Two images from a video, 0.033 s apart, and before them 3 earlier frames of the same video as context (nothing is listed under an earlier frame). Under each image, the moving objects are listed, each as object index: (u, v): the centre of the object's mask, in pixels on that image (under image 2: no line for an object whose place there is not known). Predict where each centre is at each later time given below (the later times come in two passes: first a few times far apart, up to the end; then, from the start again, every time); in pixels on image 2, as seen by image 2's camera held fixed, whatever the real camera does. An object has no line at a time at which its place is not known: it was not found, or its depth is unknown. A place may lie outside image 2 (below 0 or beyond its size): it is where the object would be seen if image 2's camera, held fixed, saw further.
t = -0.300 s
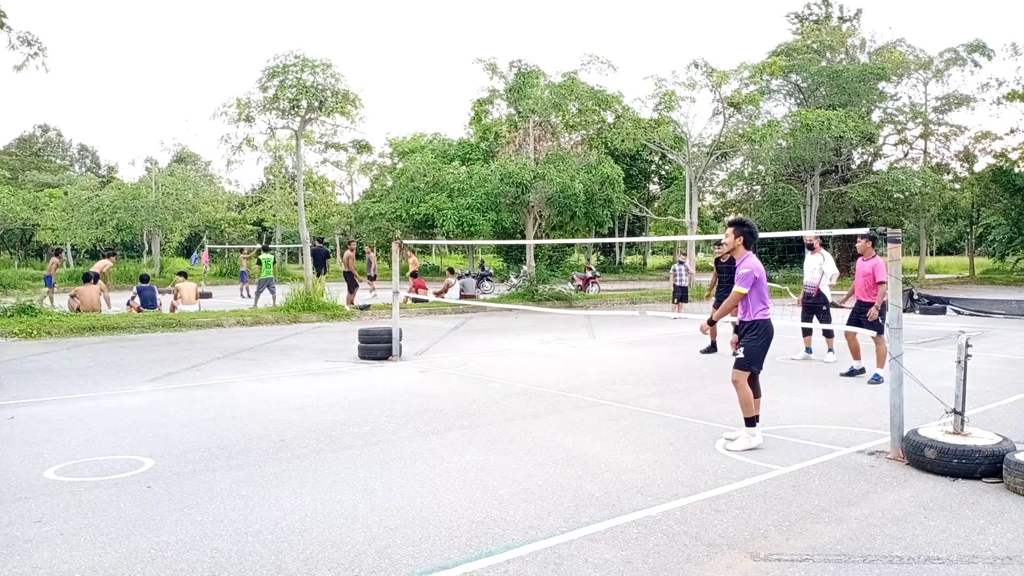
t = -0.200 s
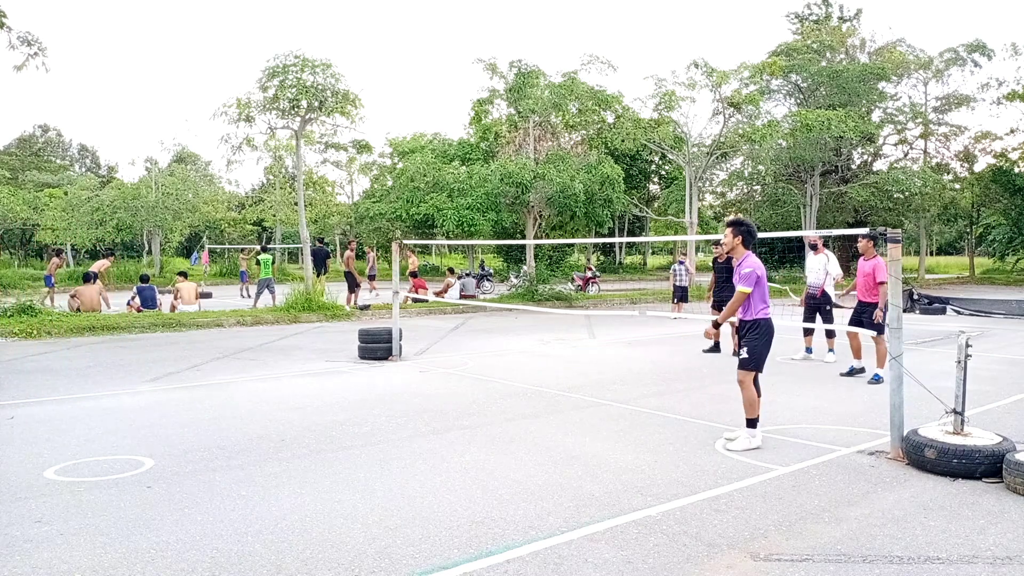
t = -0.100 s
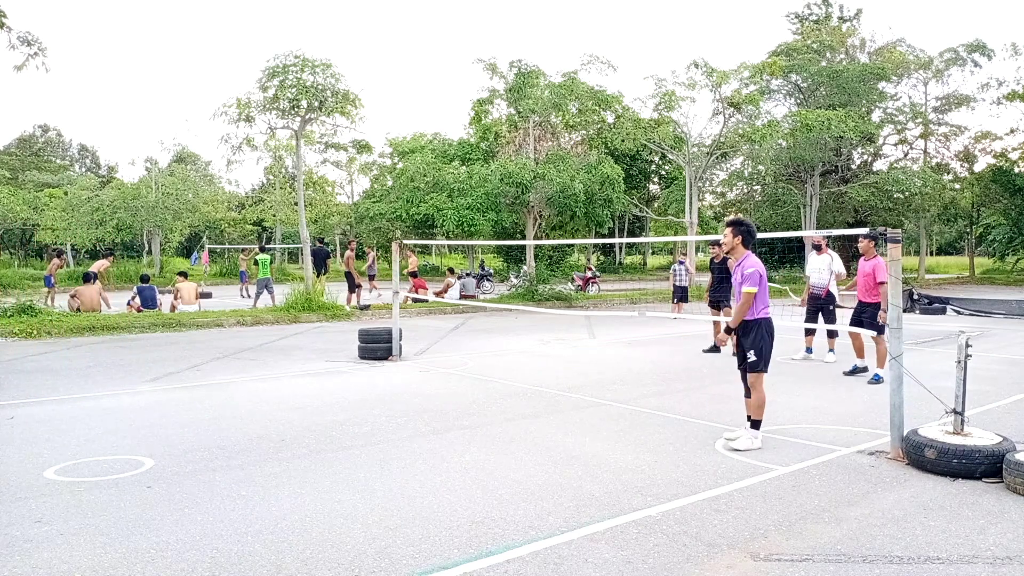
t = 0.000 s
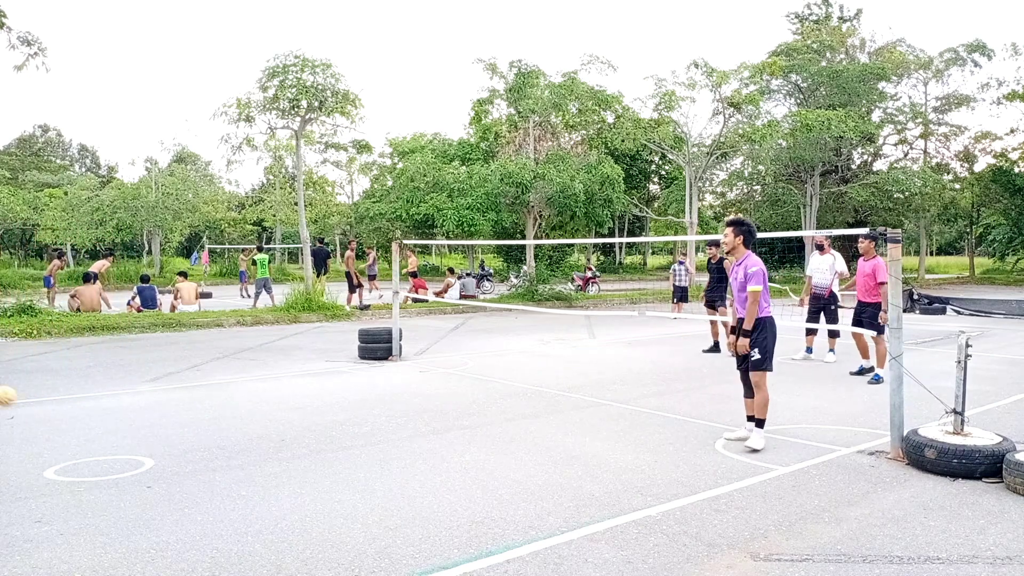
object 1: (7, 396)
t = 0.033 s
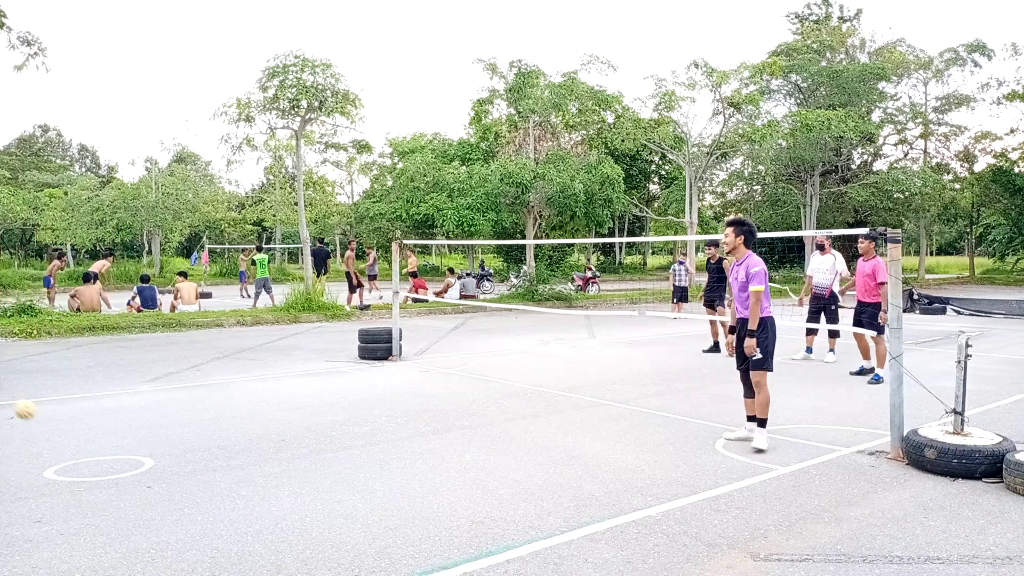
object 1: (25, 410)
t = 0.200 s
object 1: (108, 420)
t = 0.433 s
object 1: (203, 401)
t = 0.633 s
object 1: (288, 447)
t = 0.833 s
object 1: (344, 422)
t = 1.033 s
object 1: (402, 450)
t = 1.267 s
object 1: (473, 450)
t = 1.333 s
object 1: (493, 463)
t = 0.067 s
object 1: (46, 425)
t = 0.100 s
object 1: (66, 442)
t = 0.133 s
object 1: (81, 439)
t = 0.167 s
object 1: (94, 429)
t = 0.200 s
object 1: (108, 420)
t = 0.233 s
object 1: (121, 414)
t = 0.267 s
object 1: (134, 407)
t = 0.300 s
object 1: (147, 402)
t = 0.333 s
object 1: (162, 400)
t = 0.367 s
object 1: (175, 398)
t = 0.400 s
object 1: (189, 400)
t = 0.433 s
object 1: (203, 401)
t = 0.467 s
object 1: (216, 404)
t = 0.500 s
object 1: (231, 409)
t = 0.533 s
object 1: (245, 416)
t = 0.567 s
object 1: (259, 424)
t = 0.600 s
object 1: (273, 434)
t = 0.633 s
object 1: (288, 447)
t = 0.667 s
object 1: (298, 444)
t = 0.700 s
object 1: (307, 437)
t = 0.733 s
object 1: (316, 430)
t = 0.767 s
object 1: (325, 426)
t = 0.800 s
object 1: (335, 423)
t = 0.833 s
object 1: (344, 422)
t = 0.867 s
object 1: (354, 422)
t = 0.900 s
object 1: (364, 424)
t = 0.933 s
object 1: (373, 428)
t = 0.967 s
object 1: (383, 434)
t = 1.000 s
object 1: (393, 441)
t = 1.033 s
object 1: (402, 450)
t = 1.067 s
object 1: (413, 456)
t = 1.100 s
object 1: (423, 451)
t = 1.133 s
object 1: (433, 447)
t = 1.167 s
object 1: (442, 445)
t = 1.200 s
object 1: (453, 445)
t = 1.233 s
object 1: (462, 446)
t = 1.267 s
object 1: (473, 450)
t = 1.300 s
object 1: (483, 455)
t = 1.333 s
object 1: (493, 463)
